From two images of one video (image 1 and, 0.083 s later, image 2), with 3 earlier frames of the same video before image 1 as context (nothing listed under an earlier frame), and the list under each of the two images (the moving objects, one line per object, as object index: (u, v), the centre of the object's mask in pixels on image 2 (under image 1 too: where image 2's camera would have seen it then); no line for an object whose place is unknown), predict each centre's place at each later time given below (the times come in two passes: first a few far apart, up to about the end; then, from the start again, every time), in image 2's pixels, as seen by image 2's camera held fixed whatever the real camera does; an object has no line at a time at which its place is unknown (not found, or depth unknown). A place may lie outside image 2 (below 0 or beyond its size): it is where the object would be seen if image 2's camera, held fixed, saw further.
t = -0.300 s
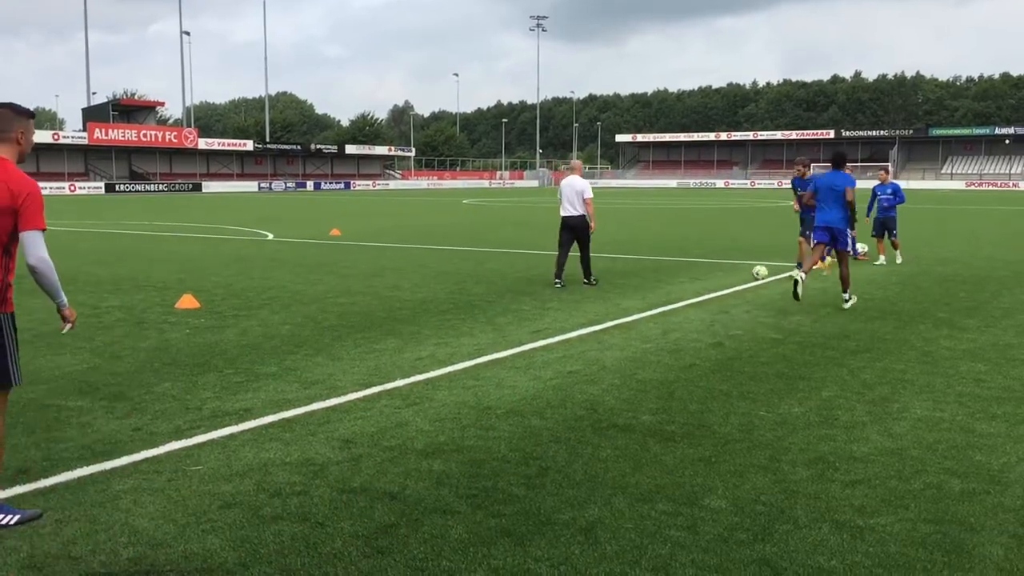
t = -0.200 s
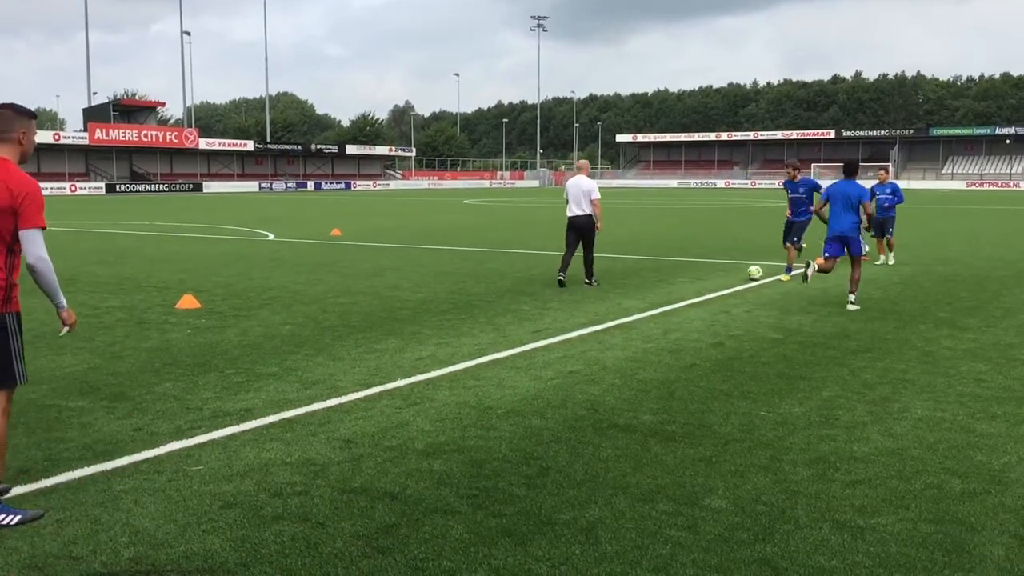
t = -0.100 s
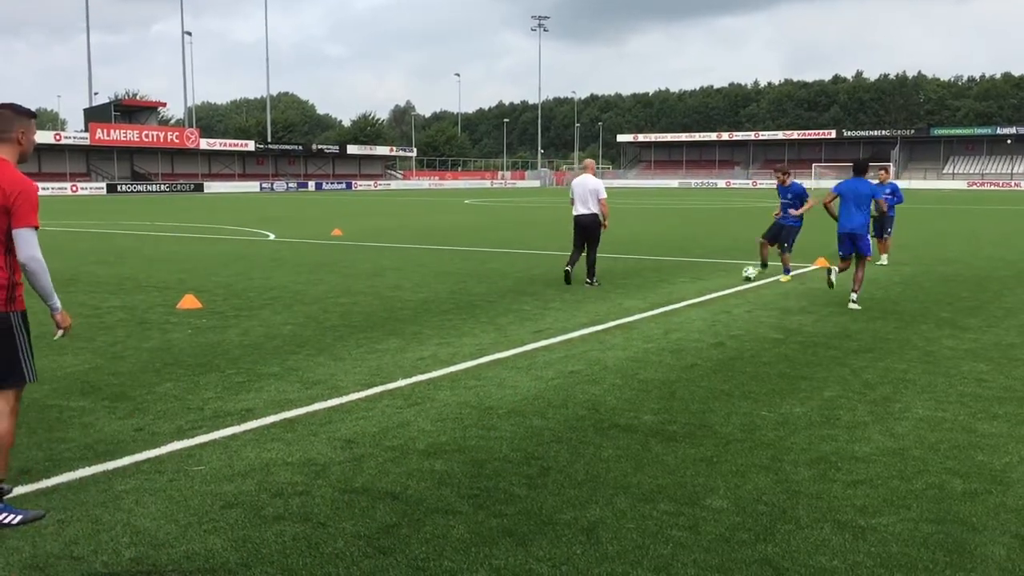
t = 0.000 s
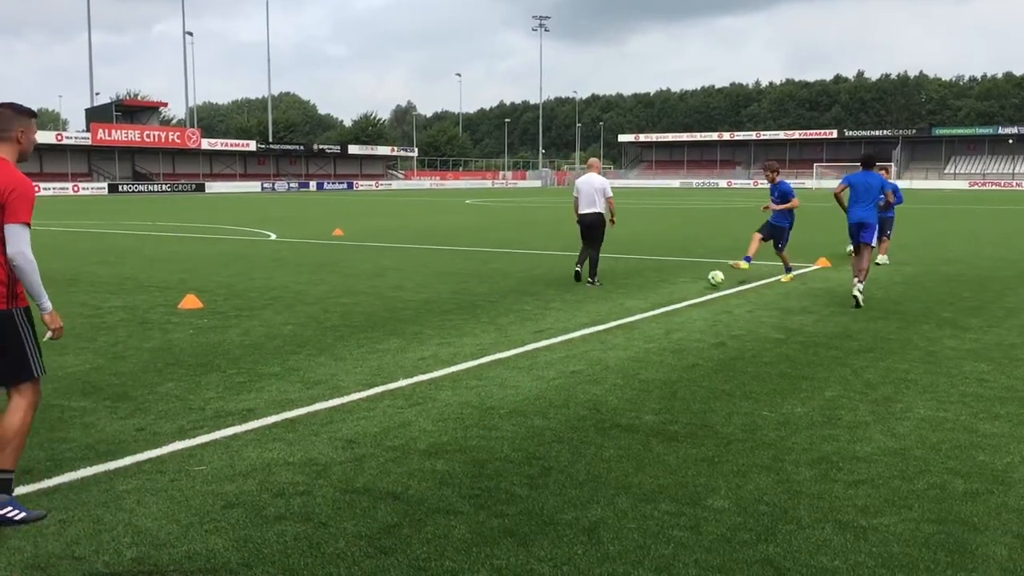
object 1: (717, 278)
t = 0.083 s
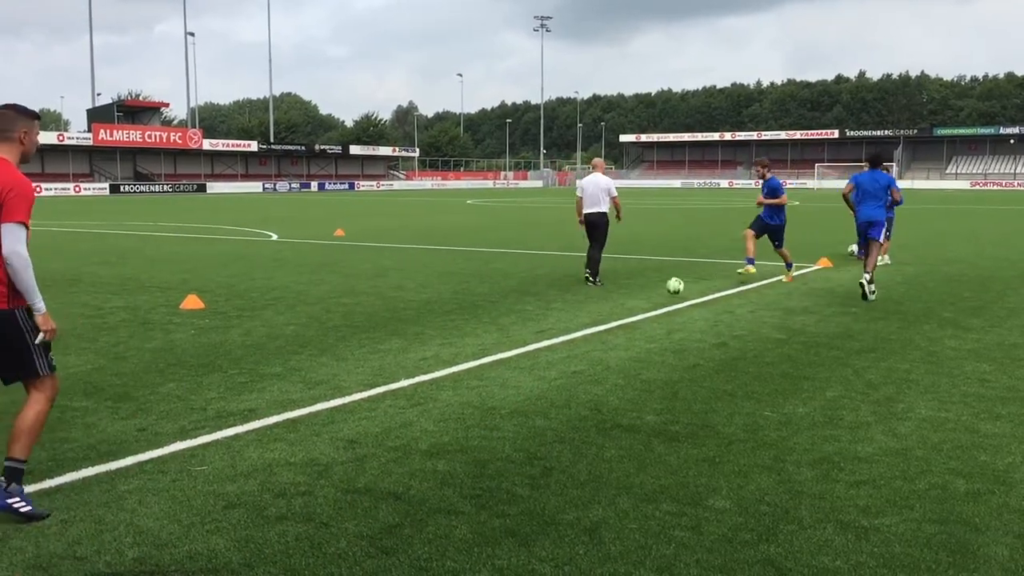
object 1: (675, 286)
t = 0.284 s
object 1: (551, 315)
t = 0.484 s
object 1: (379, 357)
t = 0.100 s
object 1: (666, 289)
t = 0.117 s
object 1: (656, 292)
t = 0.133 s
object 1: (646, 295)
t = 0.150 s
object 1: (637, 298)
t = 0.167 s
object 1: (627, 300)
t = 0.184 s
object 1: (617, 301)
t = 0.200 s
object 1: (607, 303)
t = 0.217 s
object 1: (596, 305)
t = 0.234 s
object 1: (585, 306)
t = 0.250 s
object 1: (574, 309)
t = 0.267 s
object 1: (563, 311)
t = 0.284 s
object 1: (551, 315)
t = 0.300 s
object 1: (539, 318)
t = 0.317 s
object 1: (526, 322)
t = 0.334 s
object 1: (512, 326)
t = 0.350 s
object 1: (500, 329)
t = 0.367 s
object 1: (486, 331)
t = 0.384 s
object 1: (473, 333)
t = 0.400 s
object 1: (459, 335)
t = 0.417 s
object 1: (445, 338)
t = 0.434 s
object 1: (429, 342)
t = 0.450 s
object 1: (413, 347)
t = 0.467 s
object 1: (397, 352)
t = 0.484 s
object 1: (379, 357)
